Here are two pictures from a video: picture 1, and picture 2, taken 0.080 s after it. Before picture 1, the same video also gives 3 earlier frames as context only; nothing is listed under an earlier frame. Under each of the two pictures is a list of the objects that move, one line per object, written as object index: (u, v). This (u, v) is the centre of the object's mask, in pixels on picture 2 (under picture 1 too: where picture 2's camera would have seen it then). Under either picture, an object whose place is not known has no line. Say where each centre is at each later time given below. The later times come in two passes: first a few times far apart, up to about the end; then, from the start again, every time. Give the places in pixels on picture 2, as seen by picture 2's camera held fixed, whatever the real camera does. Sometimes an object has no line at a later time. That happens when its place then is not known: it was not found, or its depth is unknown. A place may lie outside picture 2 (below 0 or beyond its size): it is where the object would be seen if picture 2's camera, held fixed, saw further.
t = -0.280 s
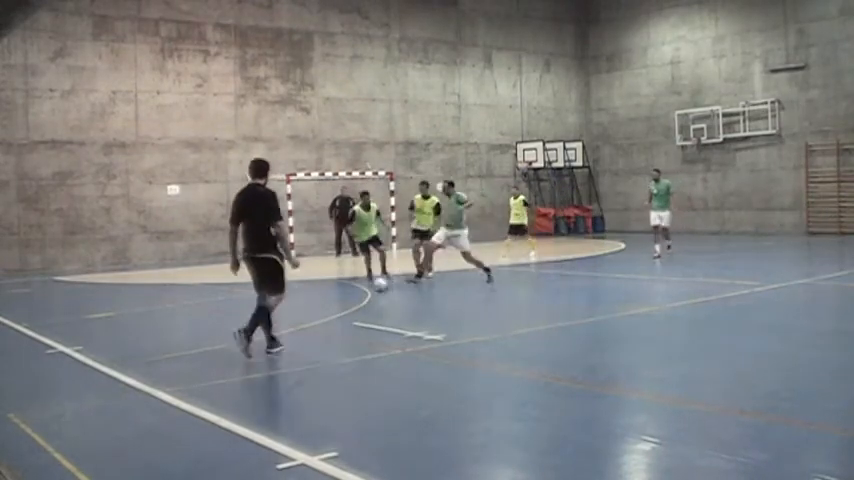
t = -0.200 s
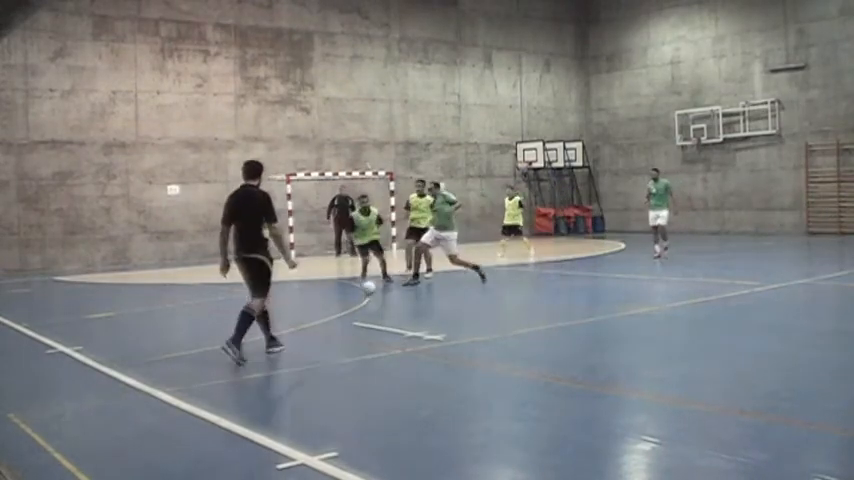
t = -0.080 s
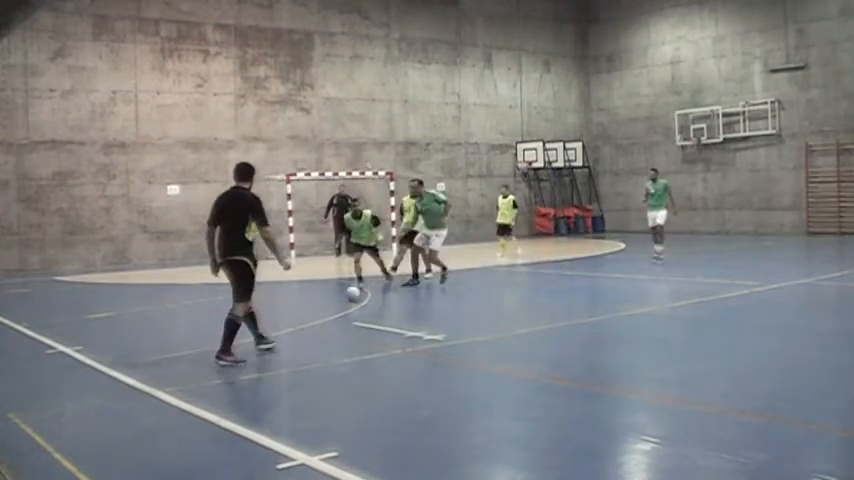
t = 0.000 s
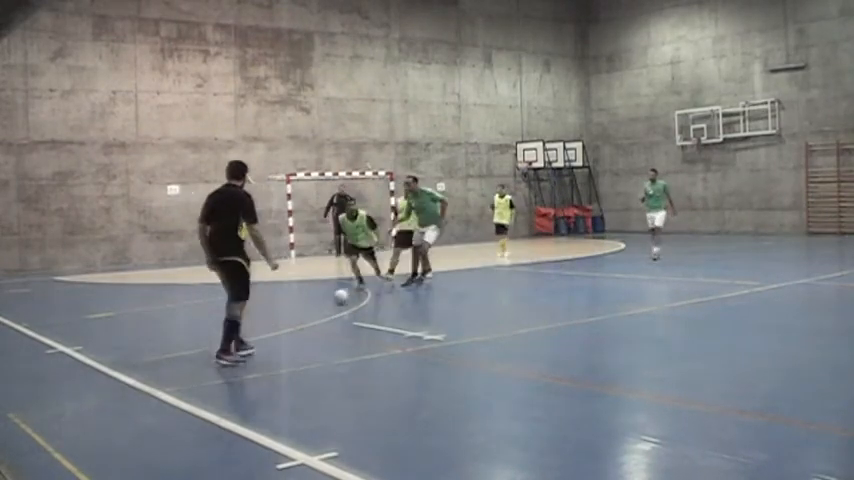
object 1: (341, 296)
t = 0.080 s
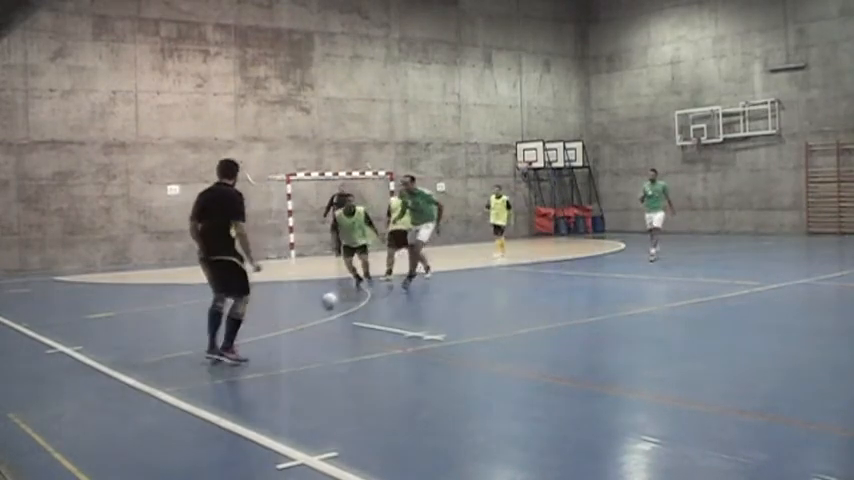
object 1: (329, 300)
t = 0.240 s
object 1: (304, 307)
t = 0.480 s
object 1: (262, 318)
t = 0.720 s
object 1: (211, 334)
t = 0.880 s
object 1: (172, 344)
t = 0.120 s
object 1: (323, 302)
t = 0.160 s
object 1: (316, 303)
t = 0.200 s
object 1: (311, 304)
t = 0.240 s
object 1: (304, 307)
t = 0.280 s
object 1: (297, 309)
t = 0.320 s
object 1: (290, 311)
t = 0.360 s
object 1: (284, 312)
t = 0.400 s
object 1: (276, 314)
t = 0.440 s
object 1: (269, 316)
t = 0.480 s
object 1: (262, 318)
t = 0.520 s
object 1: (254, 320)
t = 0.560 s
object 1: (245, 323)
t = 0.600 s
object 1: (237, 326)
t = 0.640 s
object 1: (228, 328)
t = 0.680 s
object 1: (220, 331)
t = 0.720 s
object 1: (211, 334)
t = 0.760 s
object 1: (201, 336)
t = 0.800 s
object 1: (192, 340)
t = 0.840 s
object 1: (182, 342)
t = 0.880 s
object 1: (172, 344)
